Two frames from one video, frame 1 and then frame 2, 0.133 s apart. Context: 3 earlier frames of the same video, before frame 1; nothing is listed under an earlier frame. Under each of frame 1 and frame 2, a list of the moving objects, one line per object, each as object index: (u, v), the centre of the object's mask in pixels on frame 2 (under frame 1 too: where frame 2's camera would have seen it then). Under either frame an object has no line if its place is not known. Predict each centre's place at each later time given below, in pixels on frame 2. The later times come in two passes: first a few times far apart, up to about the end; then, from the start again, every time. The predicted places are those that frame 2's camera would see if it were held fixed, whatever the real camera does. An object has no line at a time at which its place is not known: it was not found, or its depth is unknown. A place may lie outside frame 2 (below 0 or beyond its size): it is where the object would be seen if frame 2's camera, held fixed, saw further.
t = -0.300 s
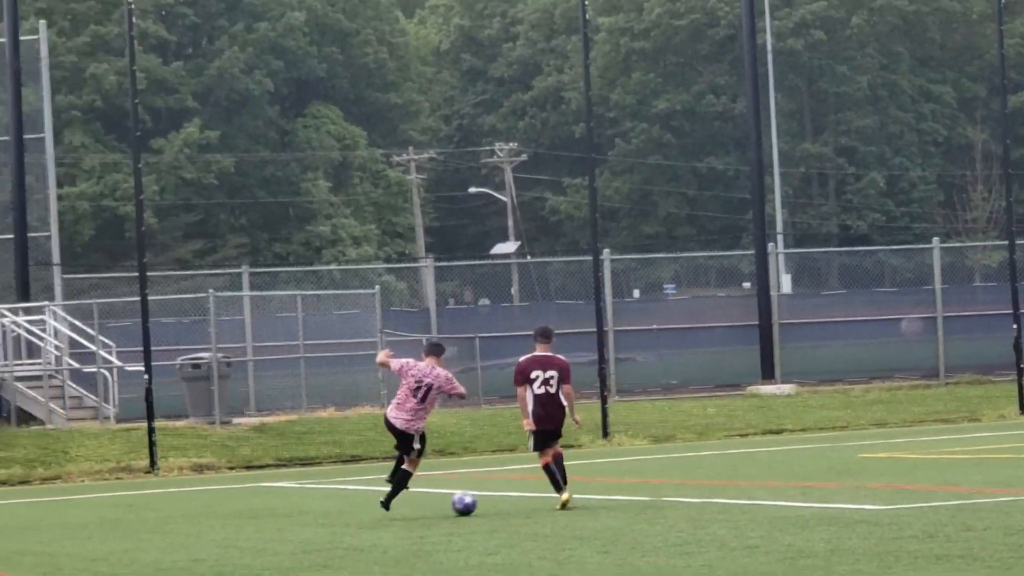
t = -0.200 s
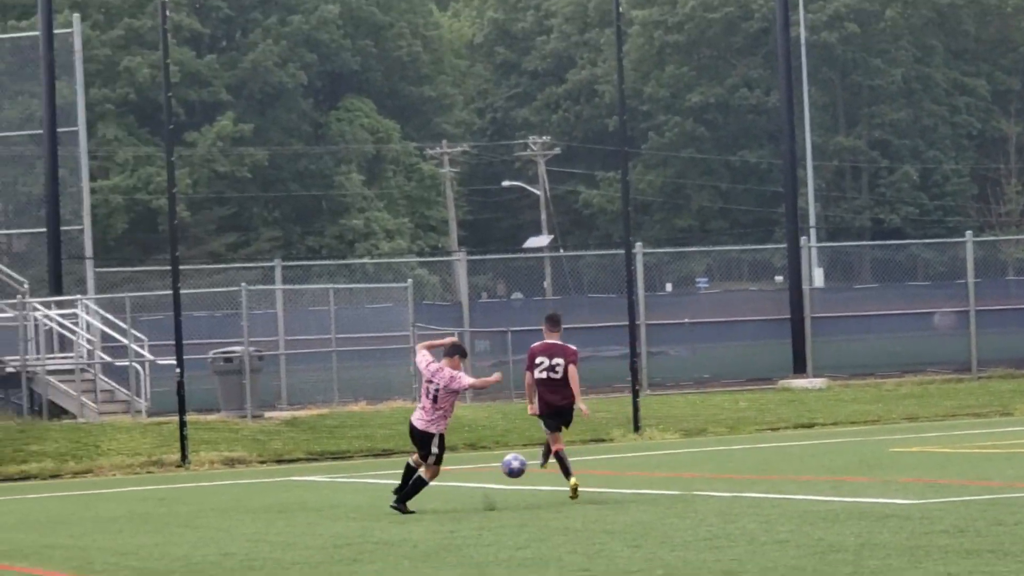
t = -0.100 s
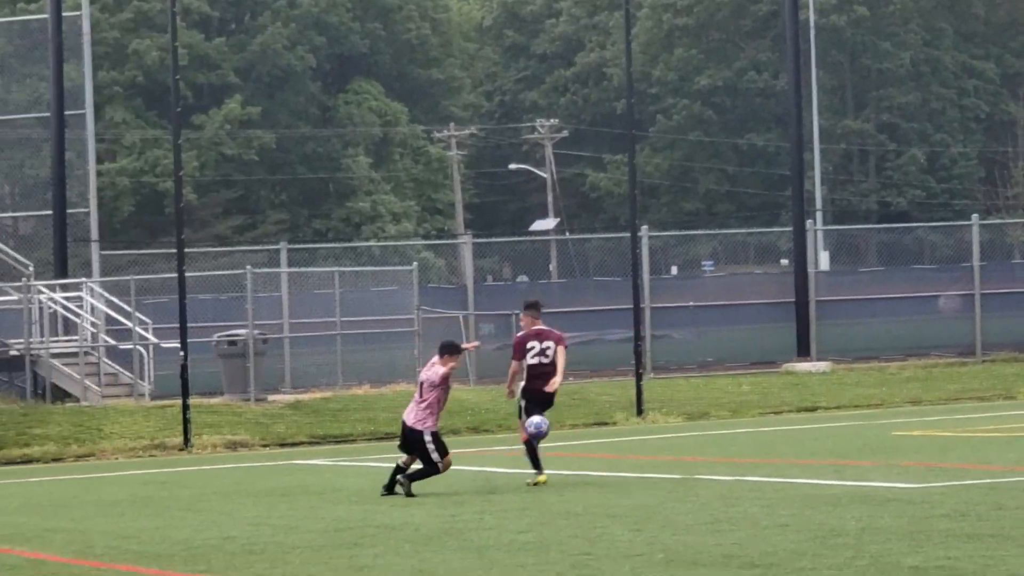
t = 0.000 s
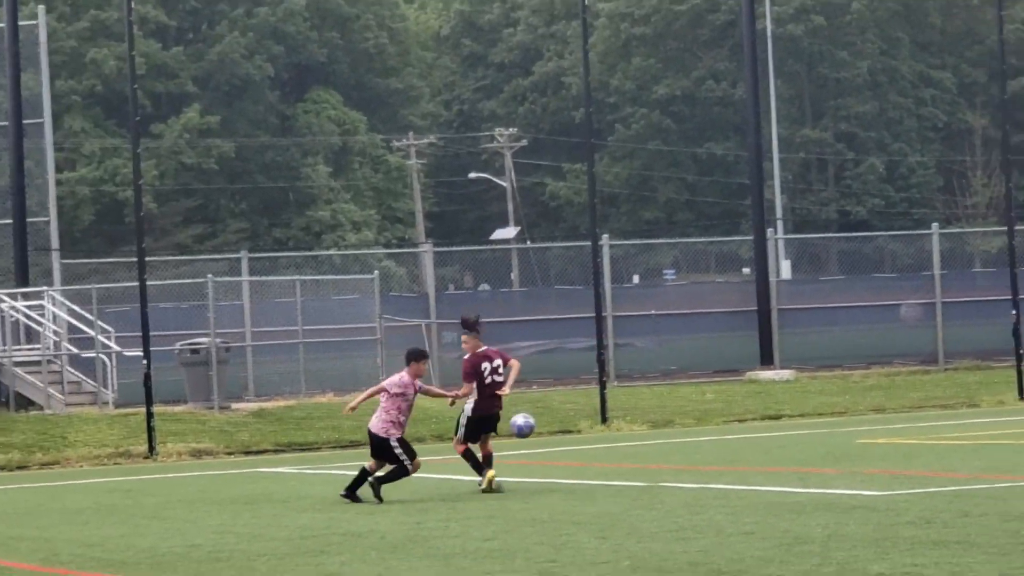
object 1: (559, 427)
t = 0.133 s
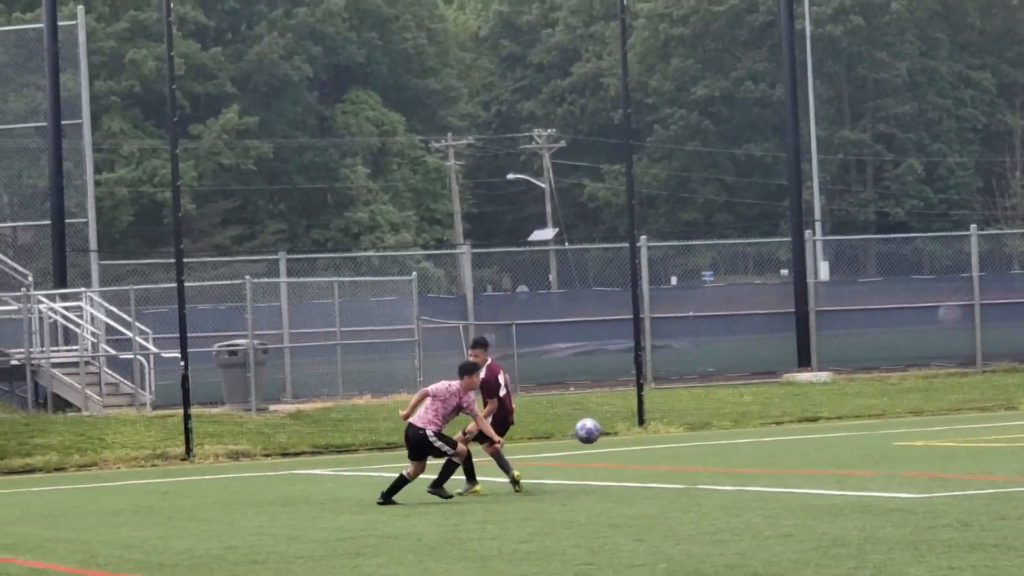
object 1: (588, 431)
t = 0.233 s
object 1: (609, 446)
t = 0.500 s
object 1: (666, 463)
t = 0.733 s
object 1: (719, 458)
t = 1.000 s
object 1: (780, 468)
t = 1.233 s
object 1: (832, 475)
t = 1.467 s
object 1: (883, 473)
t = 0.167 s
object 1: (595, 435)
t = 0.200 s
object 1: (602, 440)
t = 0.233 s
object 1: (609, 446)
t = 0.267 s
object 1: (617, 454)
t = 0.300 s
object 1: (624, 463)
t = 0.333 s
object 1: (631, 473)
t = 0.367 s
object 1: (639, 485)
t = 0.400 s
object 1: (646, 483)
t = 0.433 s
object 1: (653, 475)
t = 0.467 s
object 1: (659, 468)
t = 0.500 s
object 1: (666, 463)
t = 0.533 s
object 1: (674, 458)
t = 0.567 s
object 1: (681, 455)
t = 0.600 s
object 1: (689, 453)
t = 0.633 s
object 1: (696, 452)
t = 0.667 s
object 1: (703, 453)
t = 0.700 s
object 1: (711, 455)
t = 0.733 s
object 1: (719, 458)
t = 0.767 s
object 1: (726, 463)
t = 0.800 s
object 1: (734, 468)
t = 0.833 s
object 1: (743, 474)
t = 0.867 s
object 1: (751, 482)
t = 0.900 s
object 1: (758, 478)
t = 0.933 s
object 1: (766, 473)
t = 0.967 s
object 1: (772, 471)
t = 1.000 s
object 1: (780, 468)
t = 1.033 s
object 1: (787, 468)
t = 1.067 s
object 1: (793, 468)
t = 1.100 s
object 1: (801, 470)
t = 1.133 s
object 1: (809, 473)
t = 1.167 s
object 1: (817, 477)
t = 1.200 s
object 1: (824, 479)
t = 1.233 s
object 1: (832, 475)
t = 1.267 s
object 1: (839, 473)
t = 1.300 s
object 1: (846, 473)
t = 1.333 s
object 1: (854, 473)
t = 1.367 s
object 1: (861, 474)
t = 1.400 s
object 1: (868, 476)
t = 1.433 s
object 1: (876, 474)
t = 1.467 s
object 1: (883, 473)
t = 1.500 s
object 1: (890, 474)
